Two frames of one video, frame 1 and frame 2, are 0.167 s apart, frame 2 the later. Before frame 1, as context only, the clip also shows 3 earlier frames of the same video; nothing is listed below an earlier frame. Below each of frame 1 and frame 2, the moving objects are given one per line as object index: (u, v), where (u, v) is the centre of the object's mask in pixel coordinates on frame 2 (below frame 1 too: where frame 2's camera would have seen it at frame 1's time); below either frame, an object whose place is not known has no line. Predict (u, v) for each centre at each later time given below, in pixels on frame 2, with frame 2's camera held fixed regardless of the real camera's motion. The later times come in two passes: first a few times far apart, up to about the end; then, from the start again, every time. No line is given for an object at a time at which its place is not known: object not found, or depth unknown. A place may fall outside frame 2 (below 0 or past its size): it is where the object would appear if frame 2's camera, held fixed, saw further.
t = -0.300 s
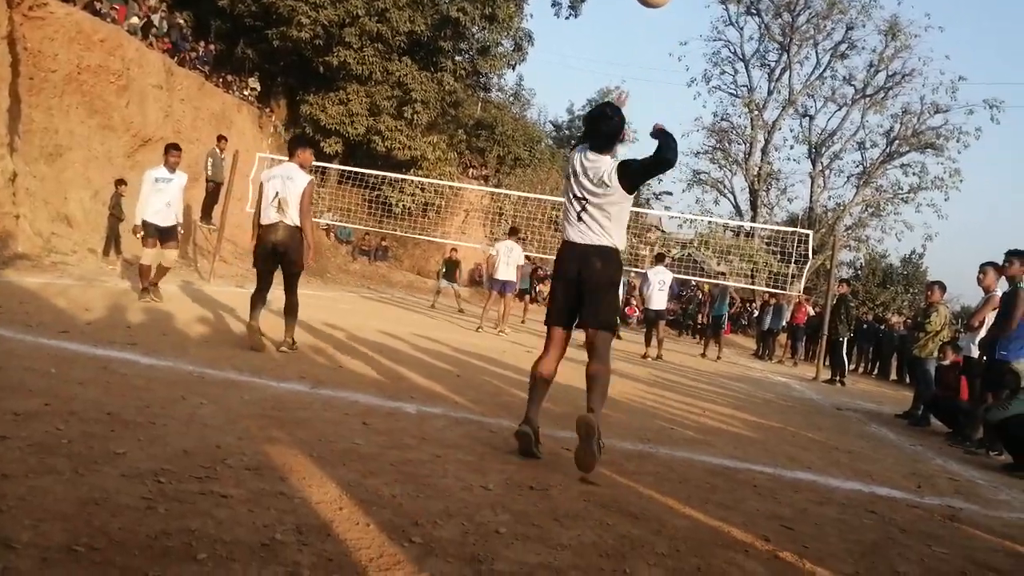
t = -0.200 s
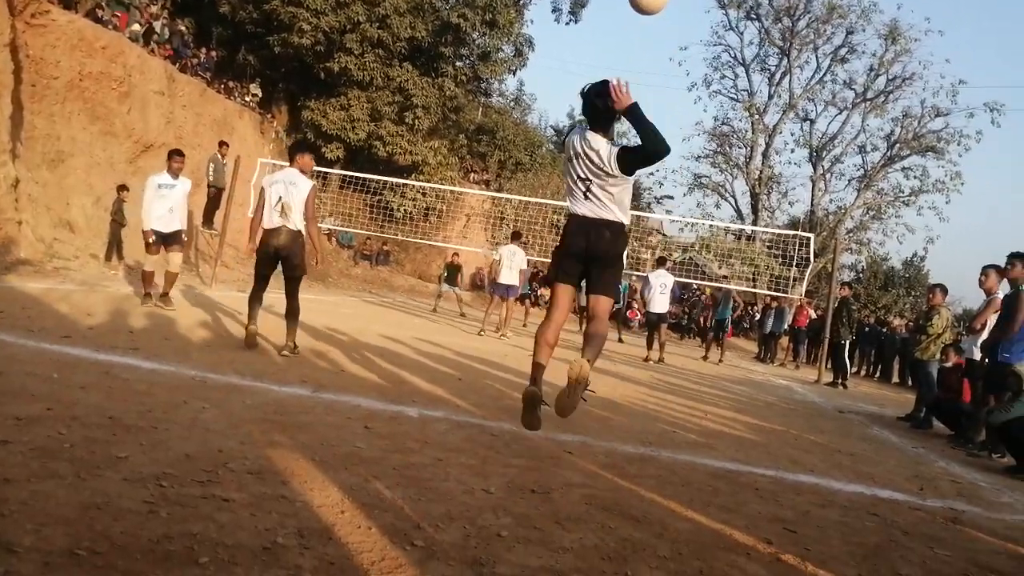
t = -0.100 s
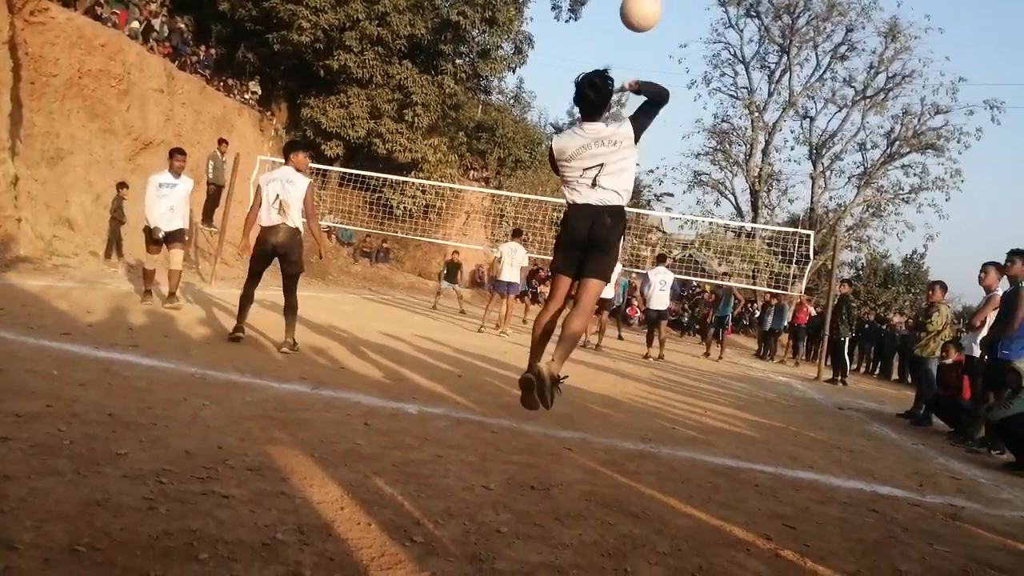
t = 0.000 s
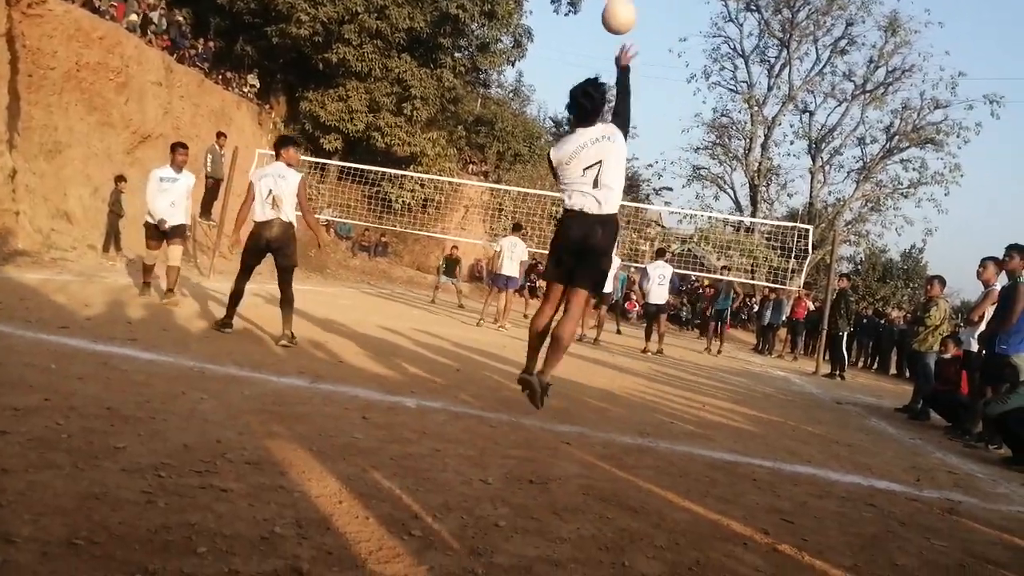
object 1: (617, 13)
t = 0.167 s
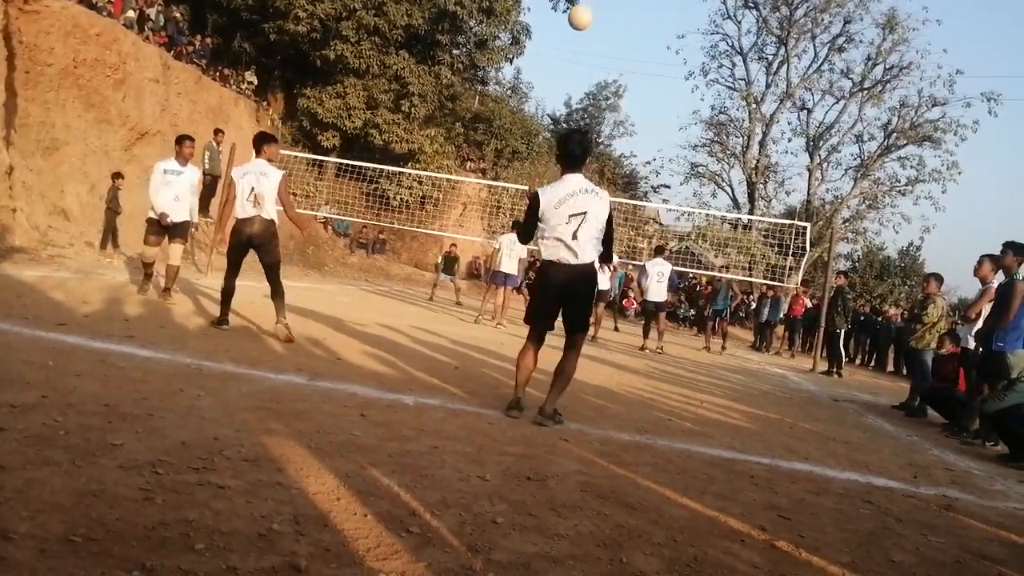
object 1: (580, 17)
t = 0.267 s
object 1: (564, 31)
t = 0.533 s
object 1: (532, 87)
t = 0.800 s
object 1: (510, 154)
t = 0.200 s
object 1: (574, 21)
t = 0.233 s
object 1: (569, 26)
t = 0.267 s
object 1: (564, 31)
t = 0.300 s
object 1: (559, 38)
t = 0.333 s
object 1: (554, 44)
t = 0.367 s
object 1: (550, 50)
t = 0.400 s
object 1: (545, 57)
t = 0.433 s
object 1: (540, 65)
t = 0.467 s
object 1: (537, 72)
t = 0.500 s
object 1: (534, 80)
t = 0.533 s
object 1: (532, 87)
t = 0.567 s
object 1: (527, 95)
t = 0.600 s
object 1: (525, 104)
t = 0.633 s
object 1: (523, 111)
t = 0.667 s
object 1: (520, 119)
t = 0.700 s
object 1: (518, 128)
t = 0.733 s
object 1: (515, 136)
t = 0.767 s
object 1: (513, 145)
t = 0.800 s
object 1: (510, 154)
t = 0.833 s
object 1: (508, 163)
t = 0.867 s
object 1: (507, 172)
